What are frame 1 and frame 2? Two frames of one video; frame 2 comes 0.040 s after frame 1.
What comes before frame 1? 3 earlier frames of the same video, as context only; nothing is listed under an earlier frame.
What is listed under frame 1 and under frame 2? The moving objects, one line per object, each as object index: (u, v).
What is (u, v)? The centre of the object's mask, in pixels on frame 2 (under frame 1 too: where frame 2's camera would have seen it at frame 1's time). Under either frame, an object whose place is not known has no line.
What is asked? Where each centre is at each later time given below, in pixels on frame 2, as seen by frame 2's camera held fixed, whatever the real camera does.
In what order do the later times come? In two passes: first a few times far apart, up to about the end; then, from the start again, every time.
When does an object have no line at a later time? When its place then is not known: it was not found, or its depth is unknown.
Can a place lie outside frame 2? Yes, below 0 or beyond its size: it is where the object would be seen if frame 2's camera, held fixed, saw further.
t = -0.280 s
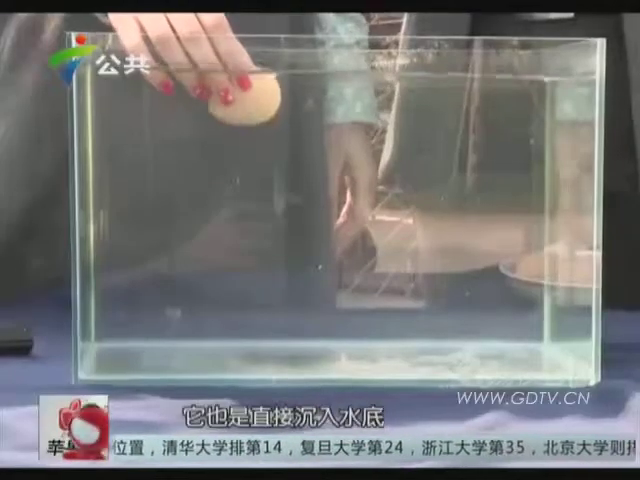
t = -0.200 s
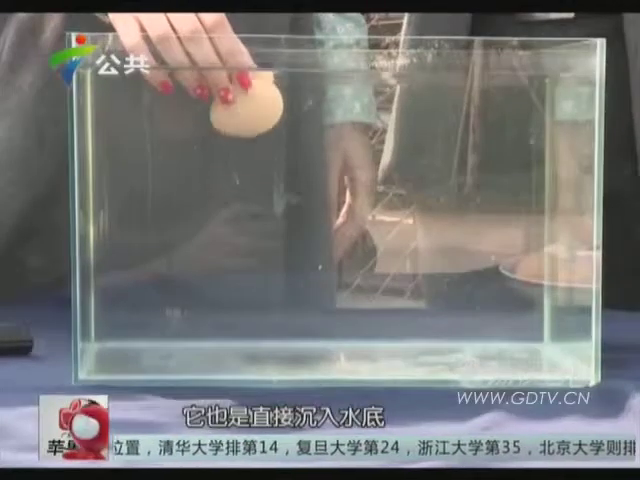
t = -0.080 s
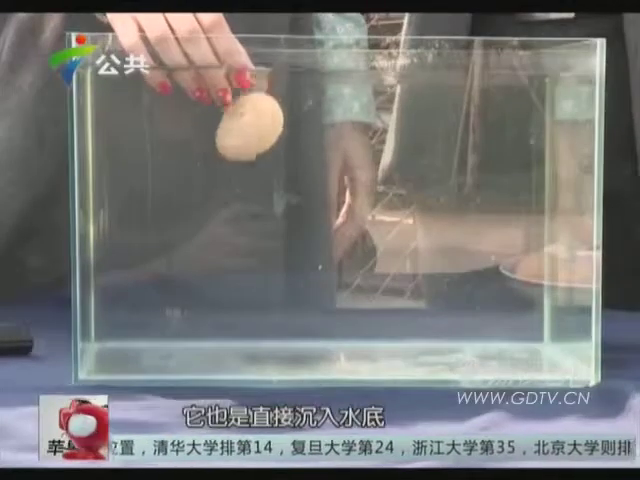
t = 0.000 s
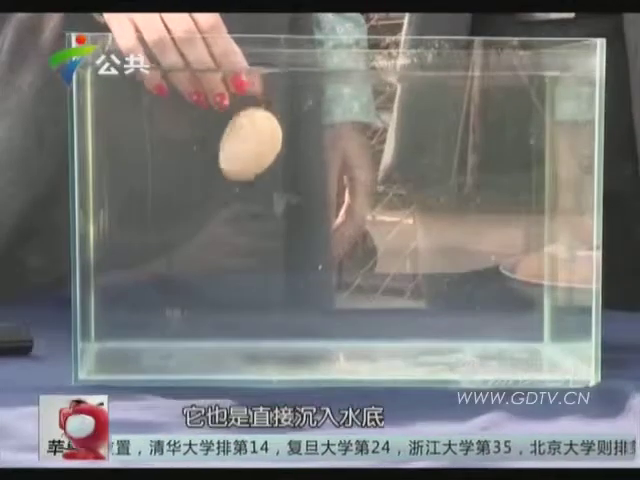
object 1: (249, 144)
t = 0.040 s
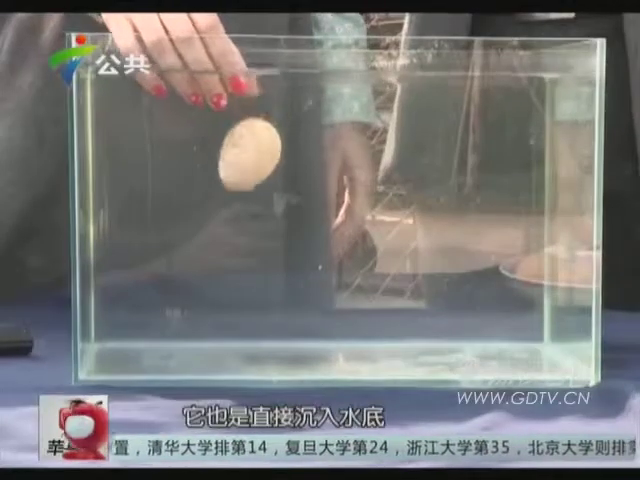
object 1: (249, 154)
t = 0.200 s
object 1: (244, 203)
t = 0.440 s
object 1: (237, 284)
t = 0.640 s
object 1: (222, 332)
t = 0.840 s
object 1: (217, 331)
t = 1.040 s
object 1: (214, 333)
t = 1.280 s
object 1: (213, 333)
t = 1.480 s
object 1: (214, 334)
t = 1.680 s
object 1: (214, 335)
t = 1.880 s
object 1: (215, 336)
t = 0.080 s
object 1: (248, 165)
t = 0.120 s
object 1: (247, 177)
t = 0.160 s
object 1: (245, 190)
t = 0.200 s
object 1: (244, 203)
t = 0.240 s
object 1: (243, 216)
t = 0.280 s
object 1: (242, 230)
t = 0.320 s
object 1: (240, 244)
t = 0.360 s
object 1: (239, 257)
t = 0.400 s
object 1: (238, 271)
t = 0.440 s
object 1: (237, 284)
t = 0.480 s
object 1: (234, 297)
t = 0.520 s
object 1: (232, 309)
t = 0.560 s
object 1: (229, 320)
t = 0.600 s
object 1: (225, 331)
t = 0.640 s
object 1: (222, 332)
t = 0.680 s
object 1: (220, 330)
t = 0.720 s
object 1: (219, 329)
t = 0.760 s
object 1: (218, 329)
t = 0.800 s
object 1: (218, 330)
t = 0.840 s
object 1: (217, 331)
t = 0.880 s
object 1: (217, 333)
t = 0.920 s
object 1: (216, 334)
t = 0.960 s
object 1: (215, 335)
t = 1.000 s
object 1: (215, 334)
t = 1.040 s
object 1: (214, 333)
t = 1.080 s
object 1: (213, 333)
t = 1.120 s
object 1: (213, 333)
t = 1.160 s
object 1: (213, 333)
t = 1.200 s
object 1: (213, 333)
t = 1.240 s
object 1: (213, 333)
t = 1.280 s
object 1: (213, 333)
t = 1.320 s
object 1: (213, 333)
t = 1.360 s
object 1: (214, 333)
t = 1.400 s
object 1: (214, 334)
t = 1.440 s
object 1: (214, 334)
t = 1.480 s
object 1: (214, 334)
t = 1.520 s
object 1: (214, 334)
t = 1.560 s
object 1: (214, 334)
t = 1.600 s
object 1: (214, 335)
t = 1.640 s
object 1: (214, 335)
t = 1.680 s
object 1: (214, 335)
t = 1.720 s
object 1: (215, 336)
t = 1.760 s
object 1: (215, 336)
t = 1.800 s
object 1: (215, 336)
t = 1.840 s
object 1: (215, 336)
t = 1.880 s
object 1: (215, 336)
